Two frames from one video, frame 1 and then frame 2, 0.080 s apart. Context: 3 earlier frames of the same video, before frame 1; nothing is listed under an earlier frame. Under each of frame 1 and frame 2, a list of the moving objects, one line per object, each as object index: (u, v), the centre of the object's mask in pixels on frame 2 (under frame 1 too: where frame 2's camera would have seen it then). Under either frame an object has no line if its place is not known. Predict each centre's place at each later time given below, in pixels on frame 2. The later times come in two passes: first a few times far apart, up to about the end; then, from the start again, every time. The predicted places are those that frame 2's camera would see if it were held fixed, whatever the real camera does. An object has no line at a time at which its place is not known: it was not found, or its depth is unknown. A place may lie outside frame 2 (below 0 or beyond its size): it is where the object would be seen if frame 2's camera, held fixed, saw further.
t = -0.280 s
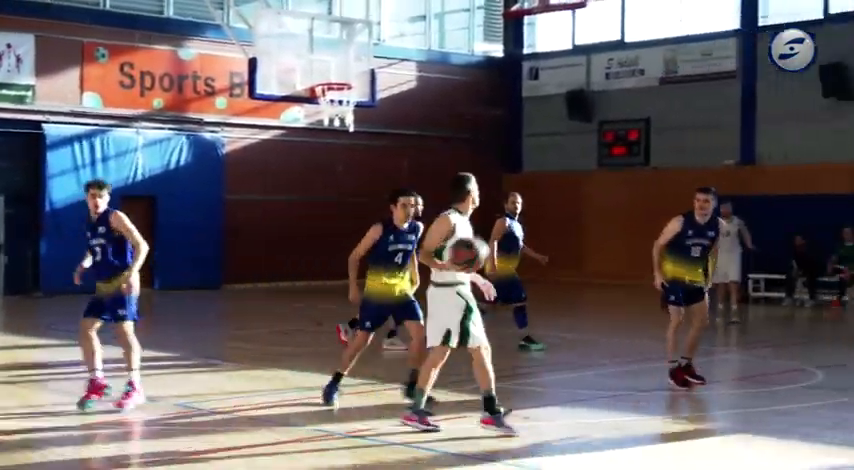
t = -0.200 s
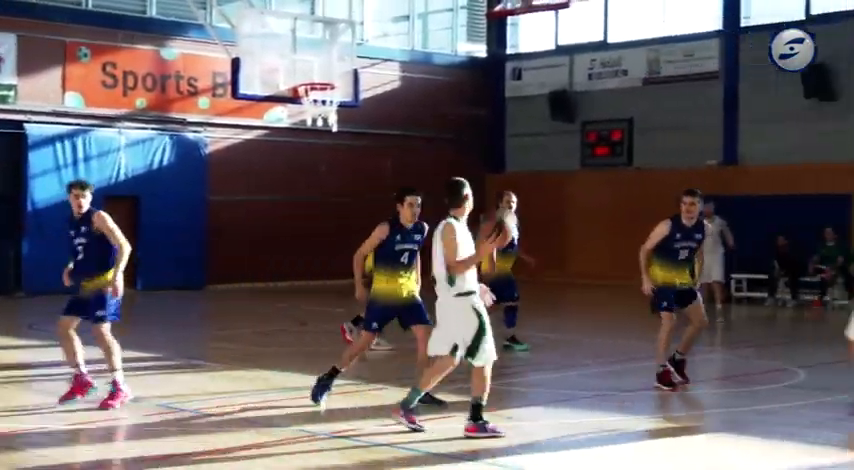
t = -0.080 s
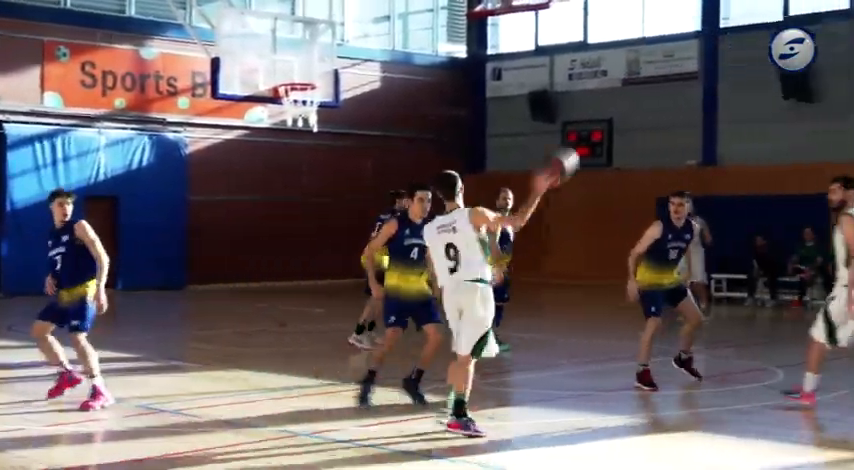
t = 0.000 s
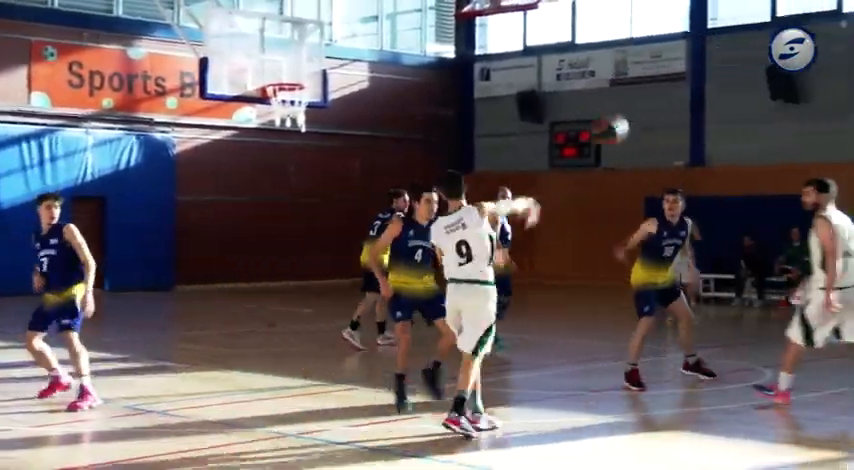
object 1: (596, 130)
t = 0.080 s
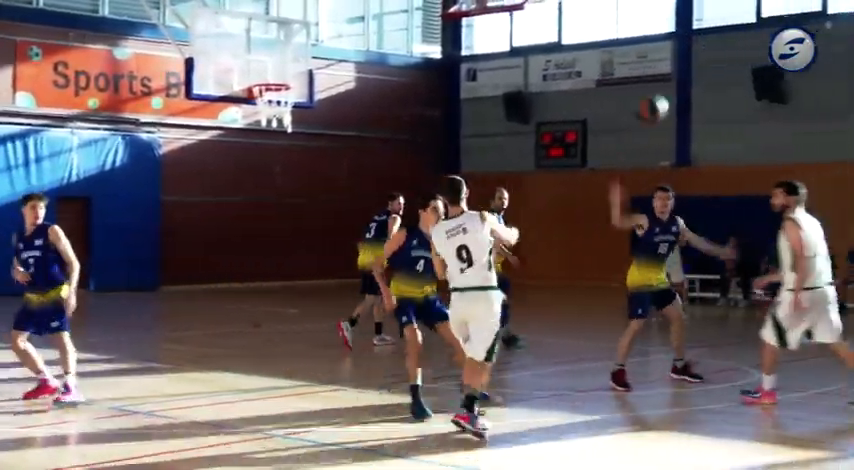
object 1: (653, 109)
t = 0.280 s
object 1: (765, 90)
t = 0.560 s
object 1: (883, 125)
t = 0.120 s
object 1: (678, 101)
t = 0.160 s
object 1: (701, 96)
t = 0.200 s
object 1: (723, 93)
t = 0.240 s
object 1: (745, 91)
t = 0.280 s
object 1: (765, 90)
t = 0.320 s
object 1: (783, 91)
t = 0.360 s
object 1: (803, 95)
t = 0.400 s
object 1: (820, 98)
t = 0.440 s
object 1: (837, 102)
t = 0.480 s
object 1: (853, 109)
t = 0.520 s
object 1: (869, 116)
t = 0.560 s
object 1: (883, 125)
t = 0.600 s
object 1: (898, 134)
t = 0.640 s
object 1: (911, 144)
